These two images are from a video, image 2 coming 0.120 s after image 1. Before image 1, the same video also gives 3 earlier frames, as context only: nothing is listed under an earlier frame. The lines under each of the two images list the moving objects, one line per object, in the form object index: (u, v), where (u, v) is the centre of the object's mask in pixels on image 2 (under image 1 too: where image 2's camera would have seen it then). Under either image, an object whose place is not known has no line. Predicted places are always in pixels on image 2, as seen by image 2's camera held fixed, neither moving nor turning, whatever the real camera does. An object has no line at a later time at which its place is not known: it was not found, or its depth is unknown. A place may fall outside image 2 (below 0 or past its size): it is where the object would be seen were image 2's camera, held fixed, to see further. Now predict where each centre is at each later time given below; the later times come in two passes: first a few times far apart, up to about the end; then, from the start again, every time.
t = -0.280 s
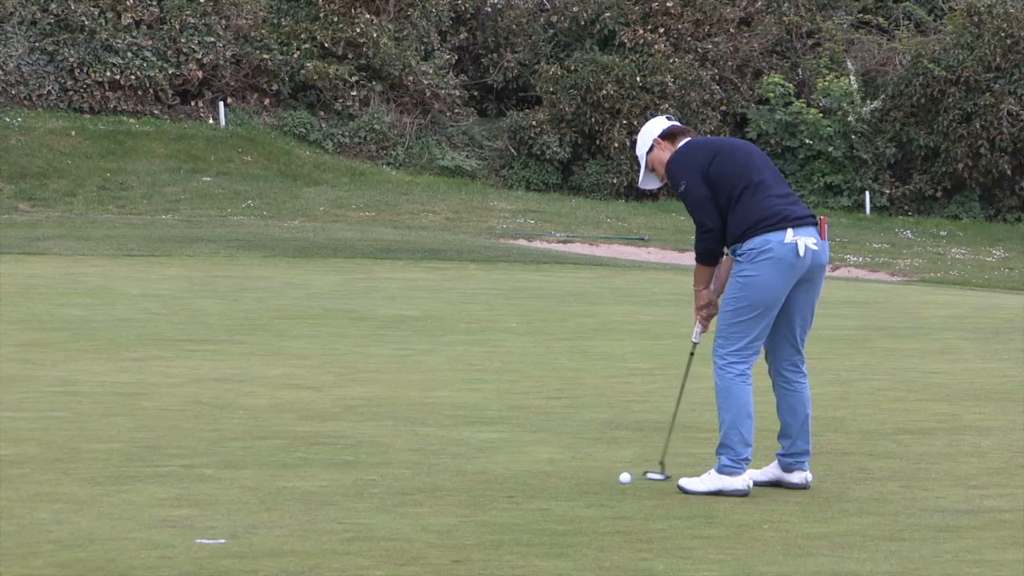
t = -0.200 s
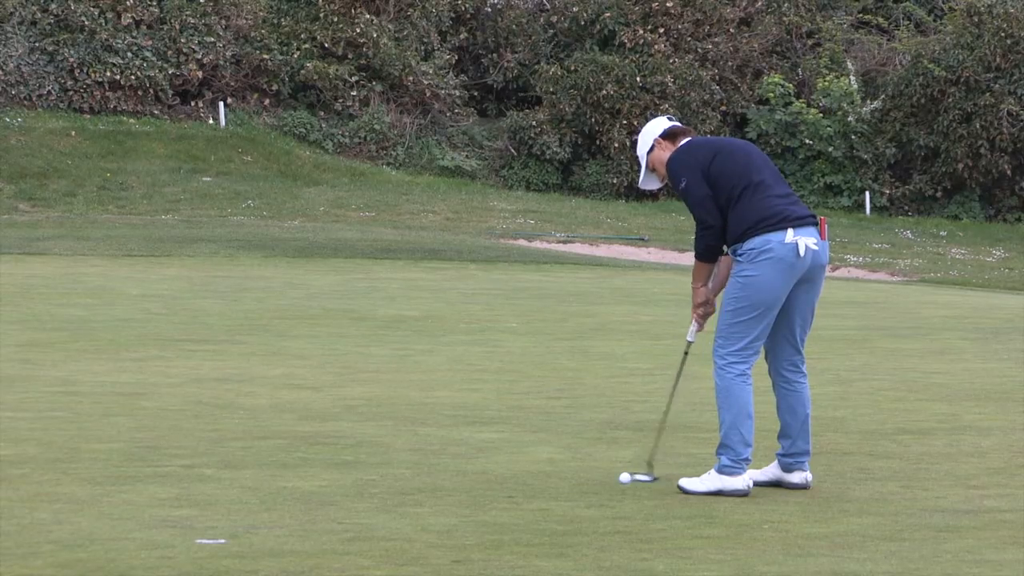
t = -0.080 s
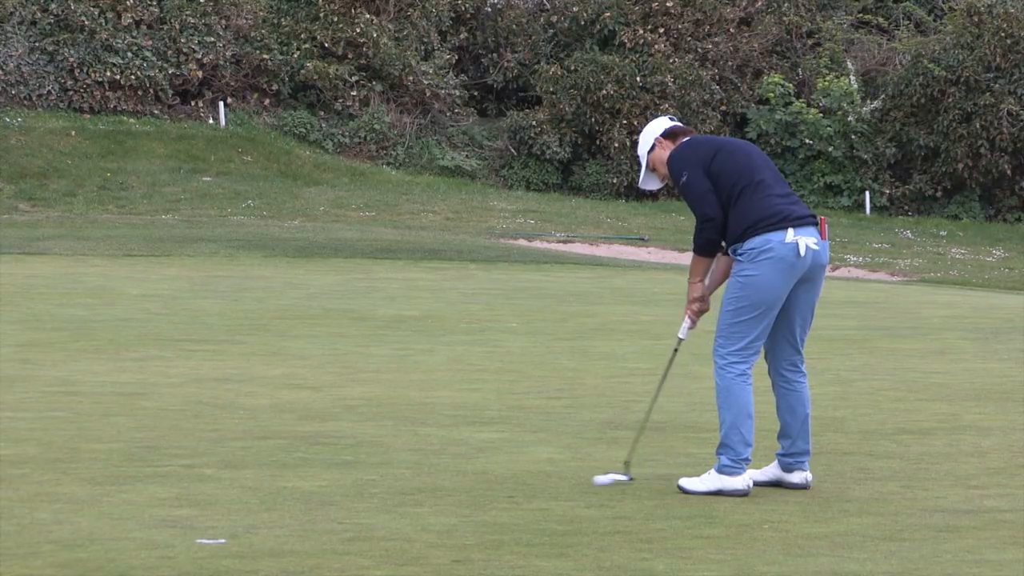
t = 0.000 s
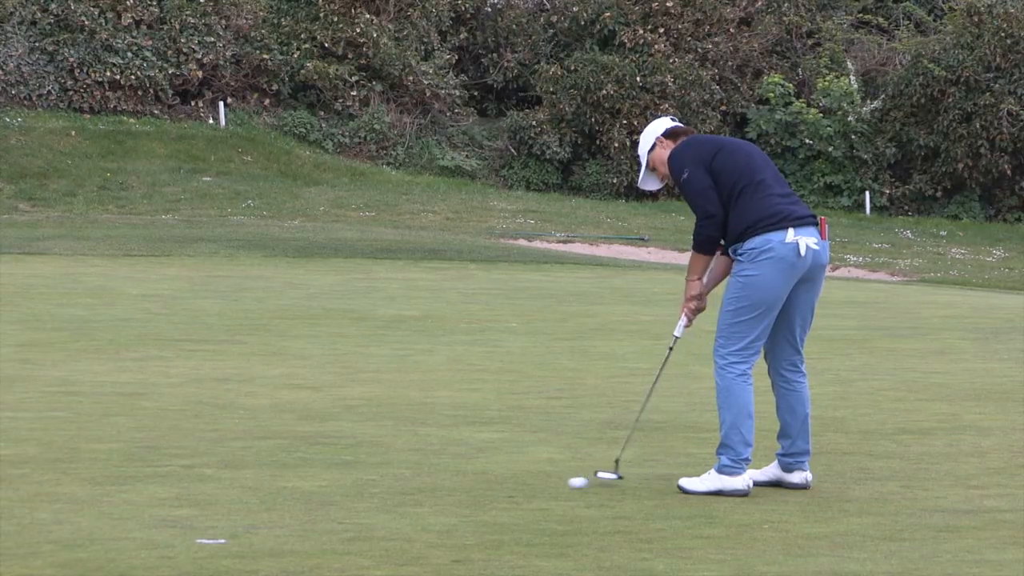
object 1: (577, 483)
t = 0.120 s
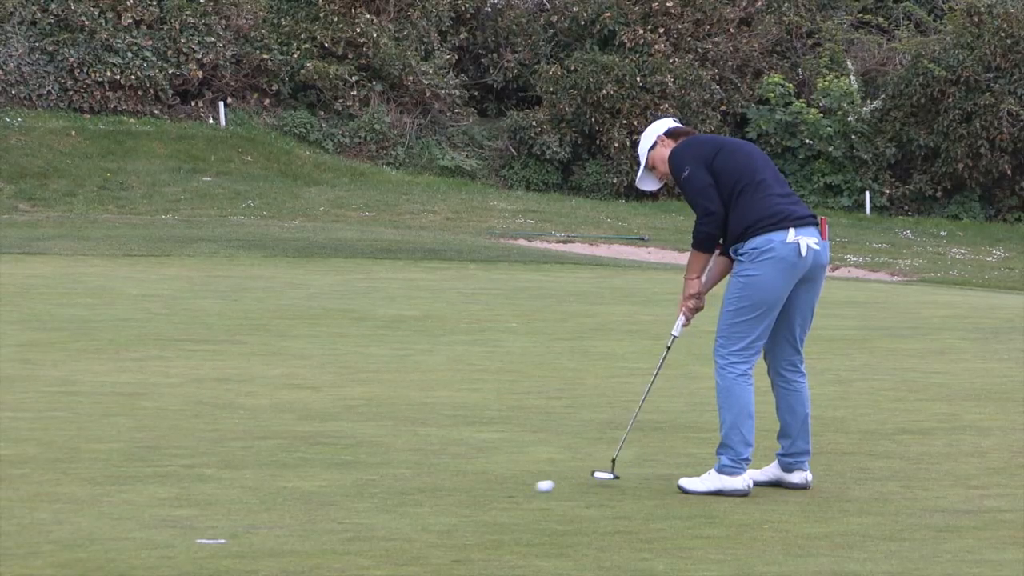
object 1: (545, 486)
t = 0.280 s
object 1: (502, 491)
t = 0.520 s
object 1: (442, 498)
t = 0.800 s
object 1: (378, 505)
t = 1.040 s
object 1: (329, 512)
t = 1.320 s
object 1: (277, 518)
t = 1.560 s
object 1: (236, 524)
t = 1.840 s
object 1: (198, 529)
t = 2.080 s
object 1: (170, 532)
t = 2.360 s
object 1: (142, 536)
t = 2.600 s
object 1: (122, 538)
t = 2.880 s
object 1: (107, 540)
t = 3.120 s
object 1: (103, 541)
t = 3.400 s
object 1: (101, 541)
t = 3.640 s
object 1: (101, 541)
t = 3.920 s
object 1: (101, 542)
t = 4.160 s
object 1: (100, 542)
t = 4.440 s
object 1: (101, 542)
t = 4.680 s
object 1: (101, 542)
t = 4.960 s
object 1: (100, 542)
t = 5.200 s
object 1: (100, 542)
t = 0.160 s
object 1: (534, 487)
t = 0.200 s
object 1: (523, 488)
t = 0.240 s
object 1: (513, 490)
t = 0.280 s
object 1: (502, 491)
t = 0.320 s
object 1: (492, 492)
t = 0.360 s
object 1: (482, 493)
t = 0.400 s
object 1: (471, 494)
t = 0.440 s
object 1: (461, 496)
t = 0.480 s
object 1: (451, 497)
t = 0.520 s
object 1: (442, 498)
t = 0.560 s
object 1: (433, 498)
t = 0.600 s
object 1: (423, 500)
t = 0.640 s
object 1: (414, 501)
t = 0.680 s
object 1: (405, 502)
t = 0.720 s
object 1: (396, 503)
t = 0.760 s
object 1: (387, 504)
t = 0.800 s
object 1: (378, 505)
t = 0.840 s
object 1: (370, 506)
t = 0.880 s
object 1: (362, 507)
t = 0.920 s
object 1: (353, 509)
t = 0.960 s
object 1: (346, 510)
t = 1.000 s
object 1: (337, 511)
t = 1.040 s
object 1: (329, 512)
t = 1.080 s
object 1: (322, 513)
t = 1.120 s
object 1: (314, 514)
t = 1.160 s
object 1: (306, 515)
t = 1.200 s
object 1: (299, 516)
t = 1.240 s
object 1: (291, 517)
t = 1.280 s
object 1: (284, 518)
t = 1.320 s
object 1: (277, 518)
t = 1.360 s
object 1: (270, 519)
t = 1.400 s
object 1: (263, 520)
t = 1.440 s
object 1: (256, 521)
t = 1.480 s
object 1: (249, 522)
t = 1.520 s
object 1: (243, 523)
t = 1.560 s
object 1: (236, 524)
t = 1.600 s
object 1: (230, 524)
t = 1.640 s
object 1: (224, 525)
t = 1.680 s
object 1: (219, 526)
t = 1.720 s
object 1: (214, 526)
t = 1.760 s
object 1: (208, 527)
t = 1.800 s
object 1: (204, 528)
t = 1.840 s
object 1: (198, 529)
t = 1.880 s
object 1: (193, 529)
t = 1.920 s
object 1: (188, 530)
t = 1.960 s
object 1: (184, 530)
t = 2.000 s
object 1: (179, 531)
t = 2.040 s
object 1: (175, 531)
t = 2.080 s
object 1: (170, 532)
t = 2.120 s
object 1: (166, 533)
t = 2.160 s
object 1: (161, 533)
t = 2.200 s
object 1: (157, 533)
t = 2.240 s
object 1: (153, 534)
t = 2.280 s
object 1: (149, 535)
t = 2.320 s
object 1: (145, 535)
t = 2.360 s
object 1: (142, 536)
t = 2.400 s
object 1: (138, 536)
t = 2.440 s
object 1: (134, 537)
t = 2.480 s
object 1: (131, 537)
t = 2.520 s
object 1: (128, 538)
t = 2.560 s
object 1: (125, 538)
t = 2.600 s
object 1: (122, 538)
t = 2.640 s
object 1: (119, 539)
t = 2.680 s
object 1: (116, 539)
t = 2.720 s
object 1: (114, 539)
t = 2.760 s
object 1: (112, 539)
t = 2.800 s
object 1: (110, 540)
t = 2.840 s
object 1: (109, 540)
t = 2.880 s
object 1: (107, 540)
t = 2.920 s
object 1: (106, 540)
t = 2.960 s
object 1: (105, 540)
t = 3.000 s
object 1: (104, 540)
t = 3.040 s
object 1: (104, 540)
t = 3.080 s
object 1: (103, 541)
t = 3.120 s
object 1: (103, 541)
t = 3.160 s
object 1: (102, 541)
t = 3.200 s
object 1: (102, 541)
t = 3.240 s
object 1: (101, 541)
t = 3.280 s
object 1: (101, 541)
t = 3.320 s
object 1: (101, 541)
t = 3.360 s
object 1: (101, 541)
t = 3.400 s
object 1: (101, 541)
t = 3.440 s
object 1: (101, 541)
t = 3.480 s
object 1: (101, 541)
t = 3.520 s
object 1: (101, 541)
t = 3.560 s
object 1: (101, 541)
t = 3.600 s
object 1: (101, 541)
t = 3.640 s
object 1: (101, 541)
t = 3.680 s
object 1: (100, 541)
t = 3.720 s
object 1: (101, 541)
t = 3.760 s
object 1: (101, 542)
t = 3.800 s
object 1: (101, 542)
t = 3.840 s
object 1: (101, 542)
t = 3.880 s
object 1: (101, 541)
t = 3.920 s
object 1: (101, 542)
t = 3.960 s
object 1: (101, 542)
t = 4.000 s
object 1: (101, 542)
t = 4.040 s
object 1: (101, 542)
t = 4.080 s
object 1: (100, 542)
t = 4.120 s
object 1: (101, 542)
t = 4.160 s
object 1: (100, 542)
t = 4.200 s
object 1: (101, 542)
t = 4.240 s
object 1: (101, 542)
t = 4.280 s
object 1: (101, 542)
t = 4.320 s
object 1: (101, 542)
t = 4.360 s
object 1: (101, 541)
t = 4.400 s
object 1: (101, 542)
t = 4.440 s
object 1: (101, 542)
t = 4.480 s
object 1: (101, 542)
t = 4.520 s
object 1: (101, 542)
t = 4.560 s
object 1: (101, 541)
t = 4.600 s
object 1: (101, 541)
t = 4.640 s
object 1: (101, 542)
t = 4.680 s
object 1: (101, 542)
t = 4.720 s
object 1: (100, 542)
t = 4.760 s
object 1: (100, 542)
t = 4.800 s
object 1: (100, 542)
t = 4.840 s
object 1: (100, 542)
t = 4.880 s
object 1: (100, 542)
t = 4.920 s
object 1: (101, 542)
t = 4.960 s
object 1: (100, 542)
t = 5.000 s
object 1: (101, 541)
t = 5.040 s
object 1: (101, 541)
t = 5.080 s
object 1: (101, 542)
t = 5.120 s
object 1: (101, 542)
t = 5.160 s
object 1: (101, 541)
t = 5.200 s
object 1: (100, 542)
